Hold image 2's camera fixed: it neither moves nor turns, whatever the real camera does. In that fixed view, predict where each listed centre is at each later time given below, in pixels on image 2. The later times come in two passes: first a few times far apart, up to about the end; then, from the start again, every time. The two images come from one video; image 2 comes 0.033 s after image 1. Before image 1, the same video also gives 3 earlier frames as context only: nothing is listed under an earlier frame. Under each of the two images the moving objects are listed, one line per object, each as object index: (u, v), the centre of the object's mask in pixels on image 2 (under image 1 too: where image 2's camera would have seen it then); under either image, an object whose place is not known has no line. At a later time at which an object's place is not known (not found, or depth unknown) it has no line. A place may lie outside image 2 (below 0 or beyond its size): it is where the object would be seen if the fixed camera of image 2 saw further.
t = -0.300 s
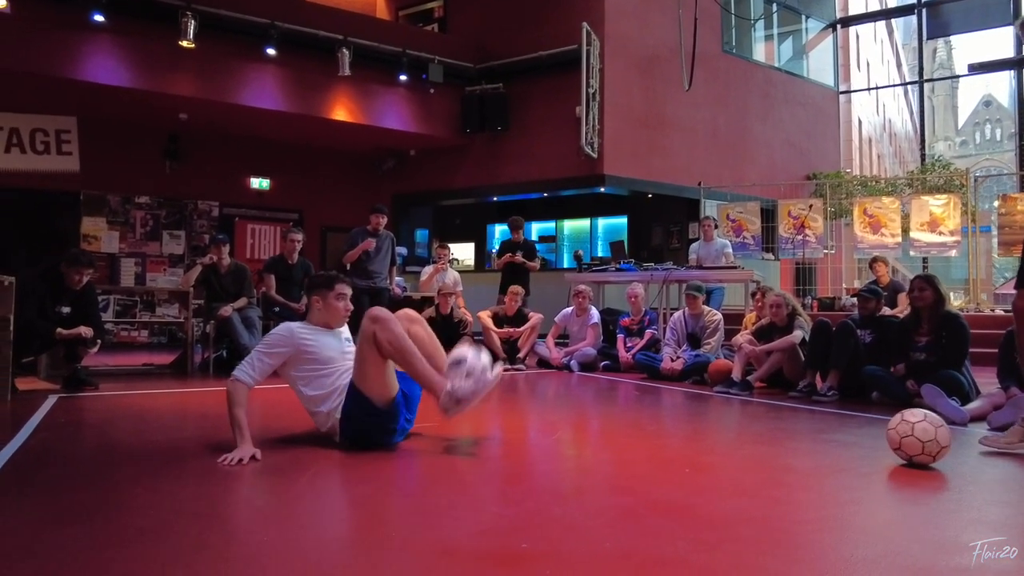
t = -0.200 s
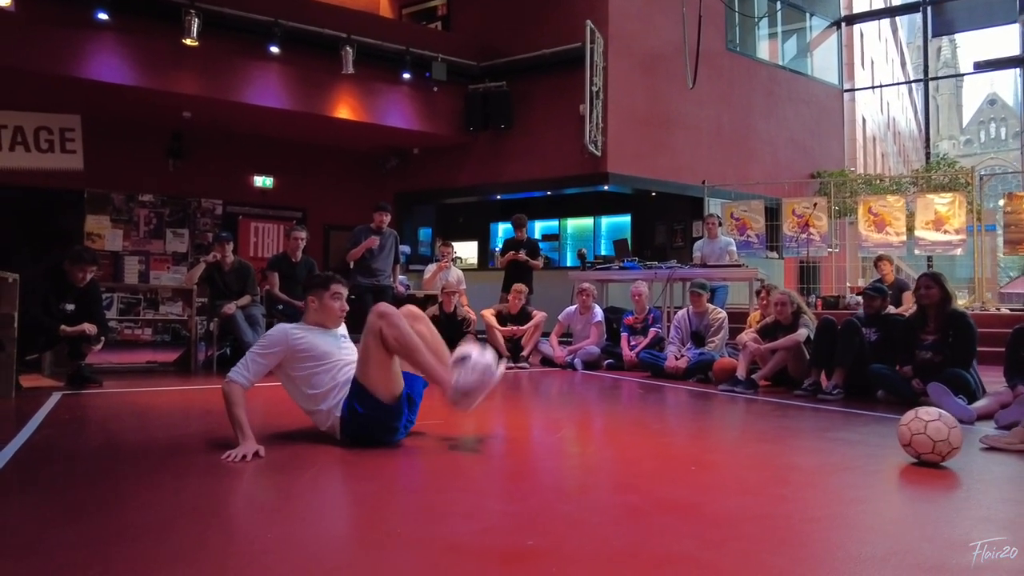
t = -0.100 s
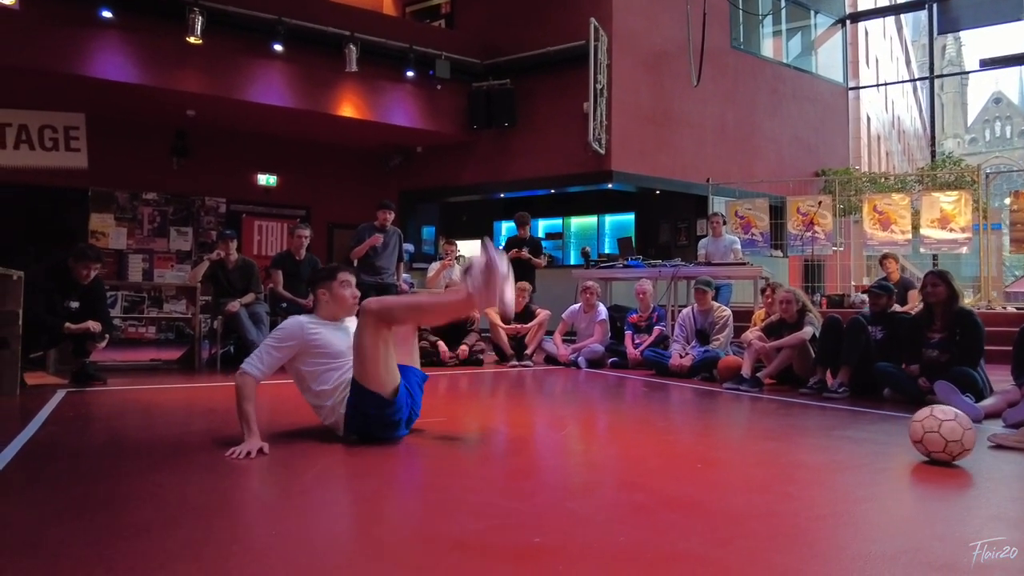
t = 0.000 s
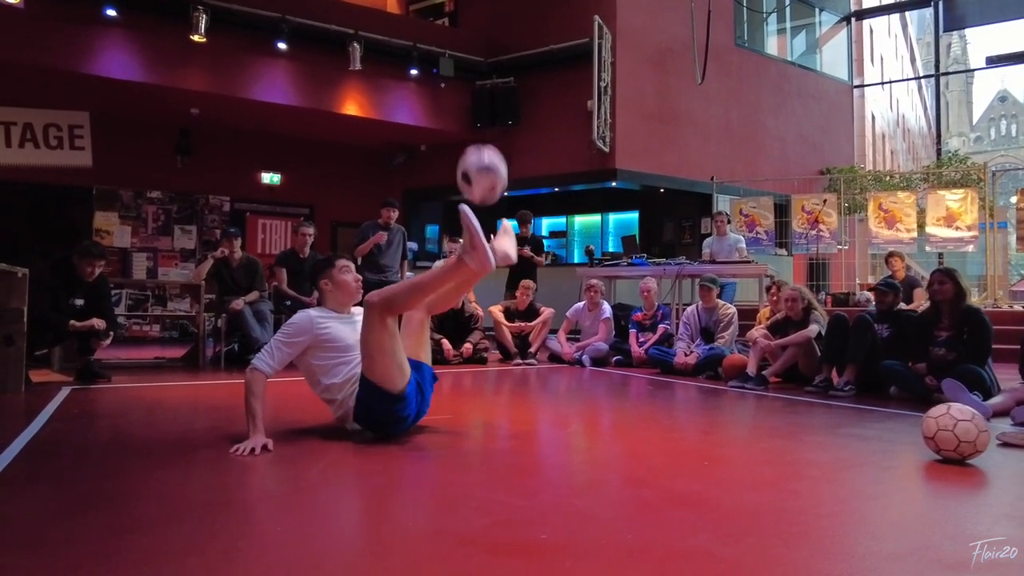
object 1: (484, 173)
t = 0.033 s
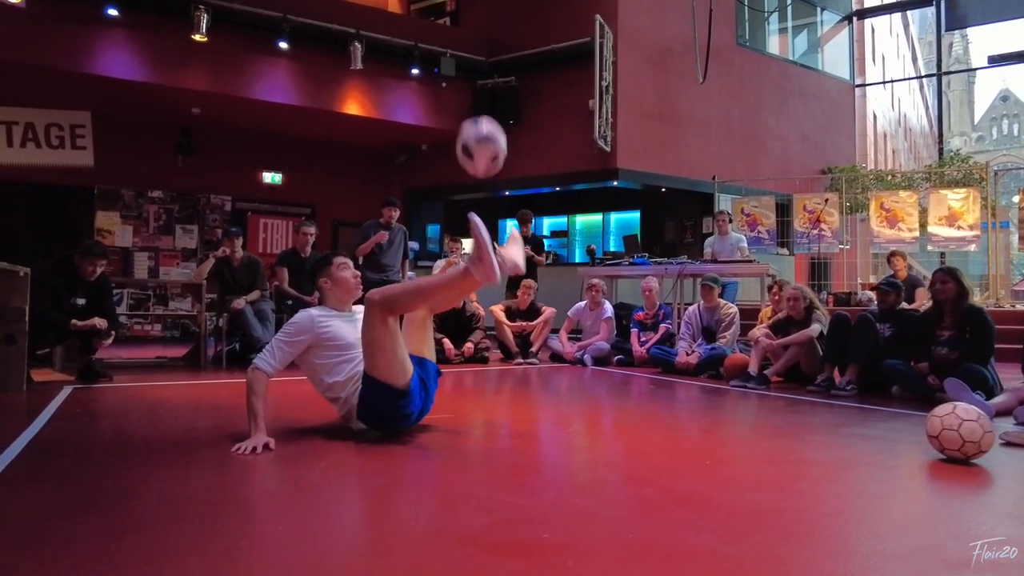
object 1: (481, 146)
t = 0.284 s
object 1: (463, 22)
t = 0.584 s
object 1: (435, 46)
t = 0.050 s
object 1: (480, 133)
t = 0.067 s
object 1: (479, 121)
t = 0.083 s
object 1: (478, 109)
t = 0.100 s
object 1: (477, 97)
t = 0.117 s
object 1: (476, 87)
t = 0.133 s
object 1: (475, 77)
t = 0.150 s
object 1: (474, 67)
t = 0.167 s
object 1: (472, 59)
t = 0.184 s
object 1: (470, 50)
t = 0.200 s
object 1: (469, 43)
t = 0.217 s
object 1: (468, 36)
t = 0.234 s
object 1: (466, 30)
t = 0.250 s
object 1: (465, 27)
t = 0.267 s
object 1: (464, 25)
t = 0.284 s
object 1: (463, 22)
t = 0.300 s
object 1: (461, 21)
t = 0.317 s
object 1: (460, 19)
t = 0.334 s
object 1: (459, 18)
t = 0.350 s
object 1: (457, 18)
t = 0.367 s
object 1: (456, 17)
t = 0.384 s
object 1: (454, 17)
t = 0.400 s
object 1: (453, 17)
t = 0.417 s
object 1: (451, 18)
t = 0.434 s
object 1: (450, 18)
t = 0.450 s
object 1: (448, 19)
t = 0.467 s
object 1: (446, 21)
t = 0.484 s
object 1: (445, 22)
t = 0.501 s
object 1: (443, 24)
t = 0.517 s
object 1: (442, 27)
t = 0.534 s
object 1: (440, 30)
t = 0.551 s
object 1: (438, 33)
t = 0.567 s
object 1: (437, 38)
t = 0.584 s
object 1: (435, 46)
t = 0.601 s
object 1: (434, 53)
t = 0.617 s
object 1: (432, 62)
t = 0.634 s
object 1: (430, 72)
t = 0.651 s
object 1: (429, 81)
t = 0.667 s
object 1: (427, 92)
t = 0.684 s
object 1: (426, 104)
